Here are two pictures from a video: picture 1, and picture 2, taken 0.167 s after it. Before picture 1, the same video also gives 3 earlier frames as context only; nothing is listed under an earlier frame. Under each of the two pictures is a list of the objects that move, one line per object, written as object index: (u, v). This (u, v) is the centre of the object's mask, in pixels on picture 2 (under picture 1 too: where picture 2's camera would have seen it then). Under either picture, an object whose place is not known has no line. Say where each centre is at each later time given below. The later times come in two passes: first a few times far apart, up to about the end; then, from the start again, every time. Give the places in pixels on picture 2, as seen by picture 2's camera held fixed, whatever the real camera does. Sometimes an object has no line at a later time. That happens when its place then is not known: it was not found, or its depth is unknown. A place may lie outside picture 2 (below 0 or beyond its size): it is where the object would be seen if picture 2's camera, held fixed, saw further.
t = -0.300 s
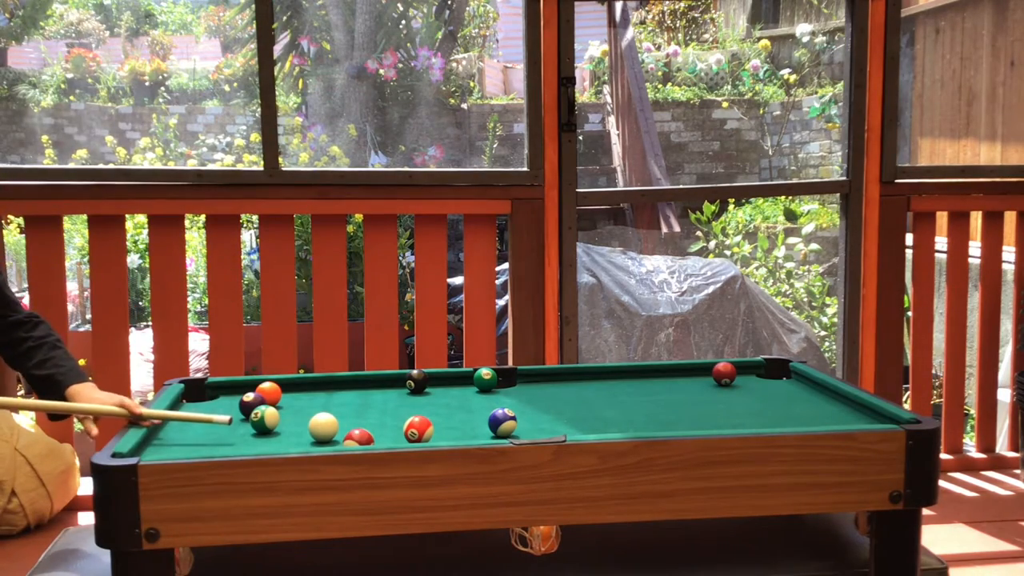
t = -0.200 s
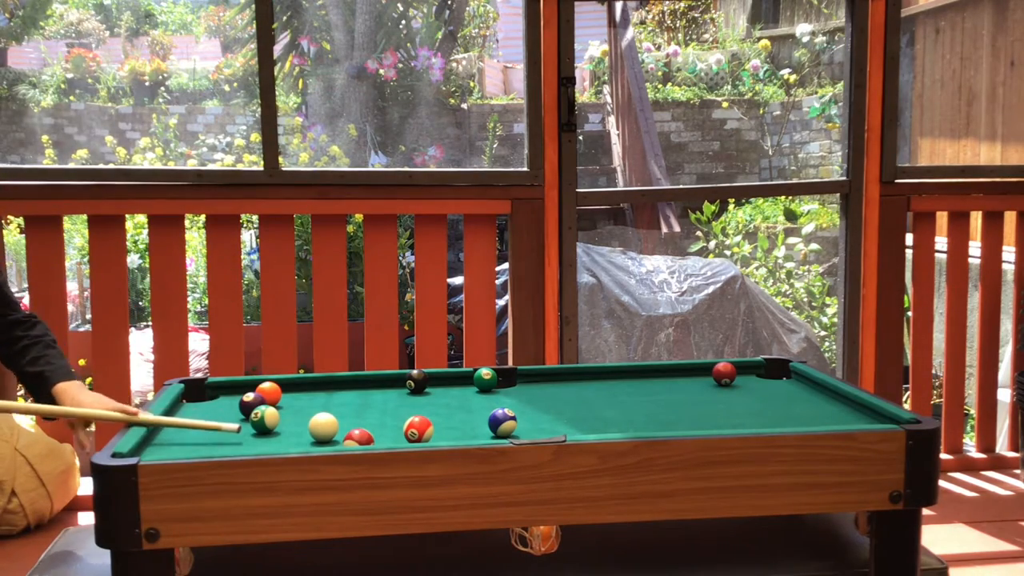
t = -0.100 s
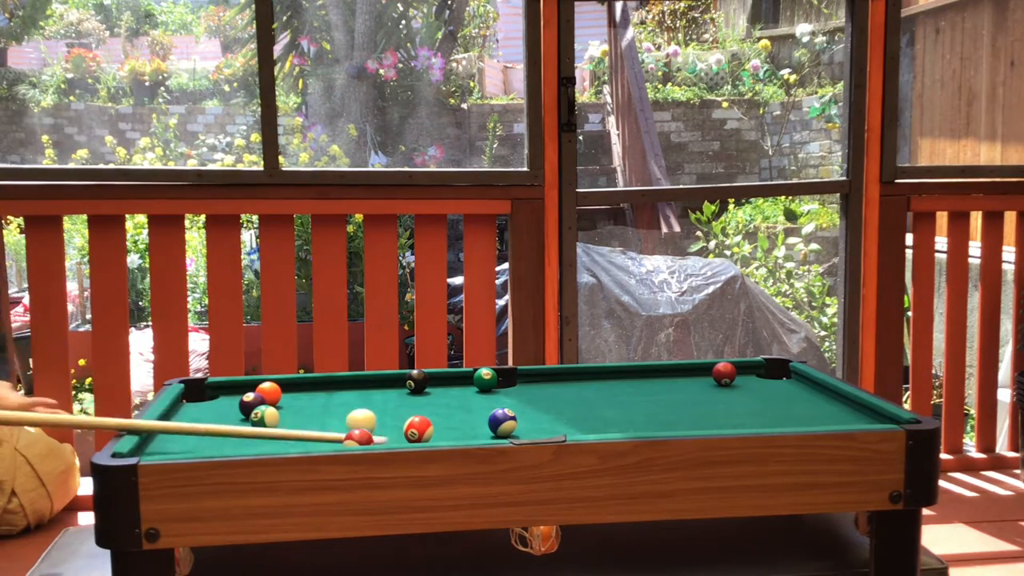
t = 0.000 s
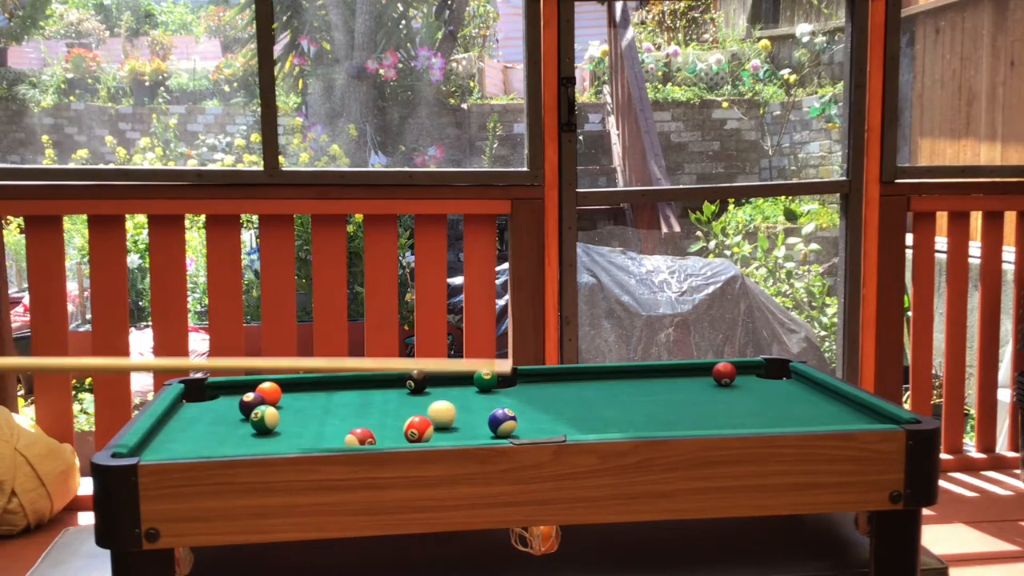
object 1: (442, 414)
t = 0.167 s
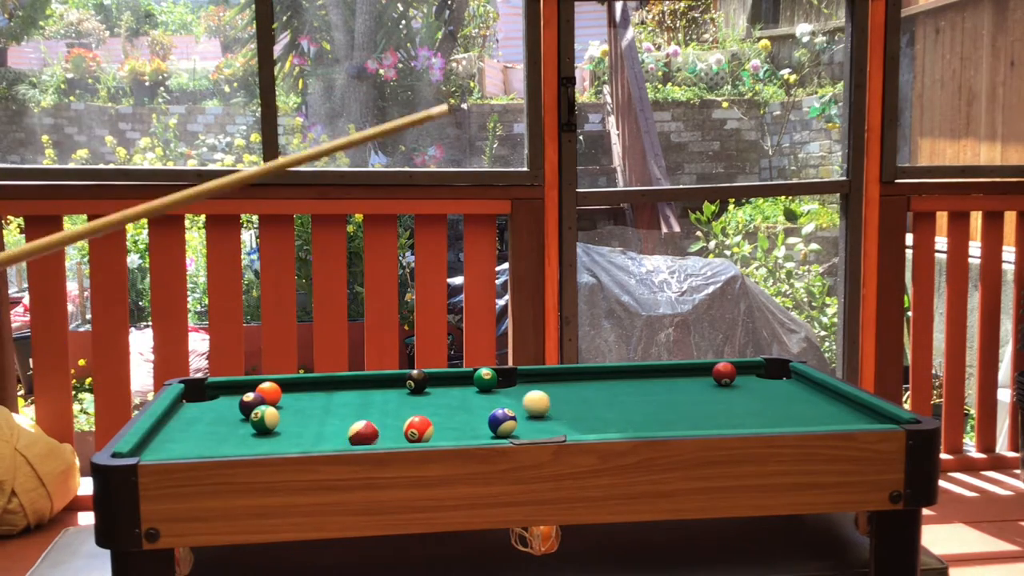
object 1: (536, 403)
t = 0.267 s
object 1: (586, 397)
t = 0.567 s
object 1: (708, 381)
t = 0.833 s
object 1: (797, 376)
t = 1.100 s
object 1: (768, 380)
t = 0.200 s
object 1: (553, 401)
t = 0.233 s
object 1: (570, 399)
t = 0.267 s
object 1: (586, 397)
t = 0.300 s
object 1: (601, 395)
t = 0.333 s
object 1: (616, 393)
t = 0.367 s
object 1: (630, 391)
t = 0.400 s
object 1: (644, 390)
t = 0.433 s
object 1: (658, 388)
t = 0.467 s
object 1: (671, 386)
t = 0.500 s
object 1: (683, 384)
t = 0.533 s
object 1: (696, 383)
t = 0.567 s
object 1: (708, 381)
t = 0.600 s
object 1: (720, 379)
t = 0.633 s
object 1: (731, 378)
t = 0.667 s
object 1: (743, 378)
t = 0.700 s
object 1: (755, 378)
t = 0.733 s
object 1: (765, 377)
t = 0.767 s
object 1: (776, 377)
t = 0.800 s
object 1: (787, 376)
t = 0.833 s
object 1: (797, 376)
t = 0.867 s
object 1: (794, 377)
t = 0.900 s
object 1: (789, 377)
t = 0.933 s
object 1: (786, 378)
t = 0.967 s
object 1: (782, 378)
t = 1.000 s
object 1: (779, 378)
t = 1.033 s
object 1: (775, 379)
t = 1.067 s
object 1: (772, 379)
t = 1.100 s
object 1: (768, 380)
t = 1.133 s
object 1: (765, 380)
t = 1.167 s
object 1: (762, 380)
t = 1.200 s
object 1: (759, 381)
